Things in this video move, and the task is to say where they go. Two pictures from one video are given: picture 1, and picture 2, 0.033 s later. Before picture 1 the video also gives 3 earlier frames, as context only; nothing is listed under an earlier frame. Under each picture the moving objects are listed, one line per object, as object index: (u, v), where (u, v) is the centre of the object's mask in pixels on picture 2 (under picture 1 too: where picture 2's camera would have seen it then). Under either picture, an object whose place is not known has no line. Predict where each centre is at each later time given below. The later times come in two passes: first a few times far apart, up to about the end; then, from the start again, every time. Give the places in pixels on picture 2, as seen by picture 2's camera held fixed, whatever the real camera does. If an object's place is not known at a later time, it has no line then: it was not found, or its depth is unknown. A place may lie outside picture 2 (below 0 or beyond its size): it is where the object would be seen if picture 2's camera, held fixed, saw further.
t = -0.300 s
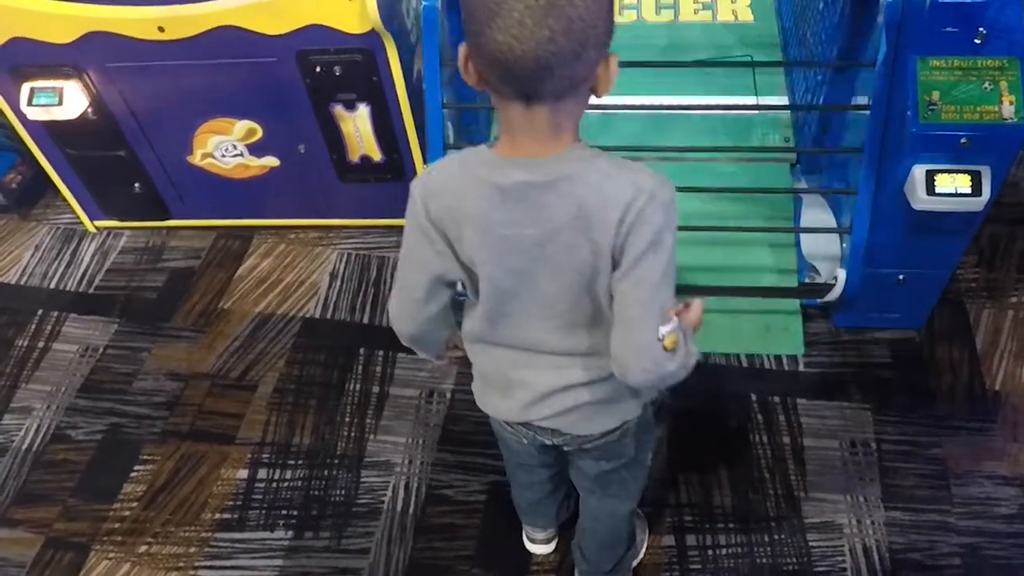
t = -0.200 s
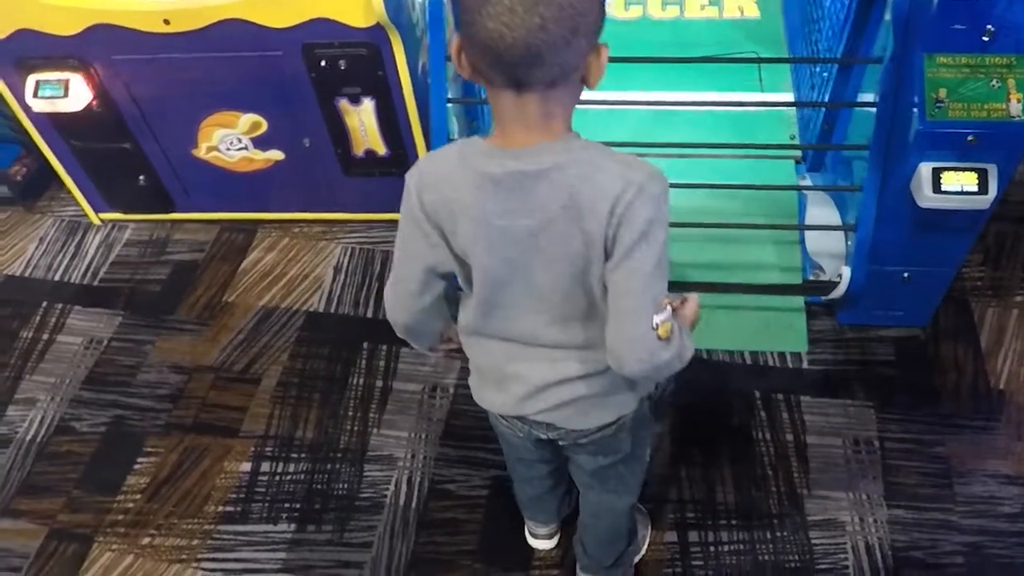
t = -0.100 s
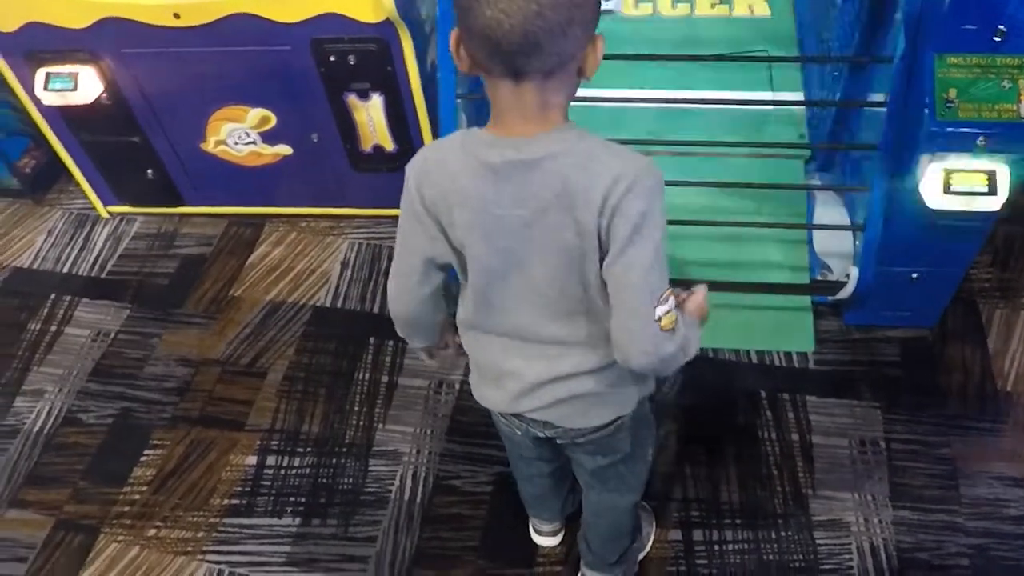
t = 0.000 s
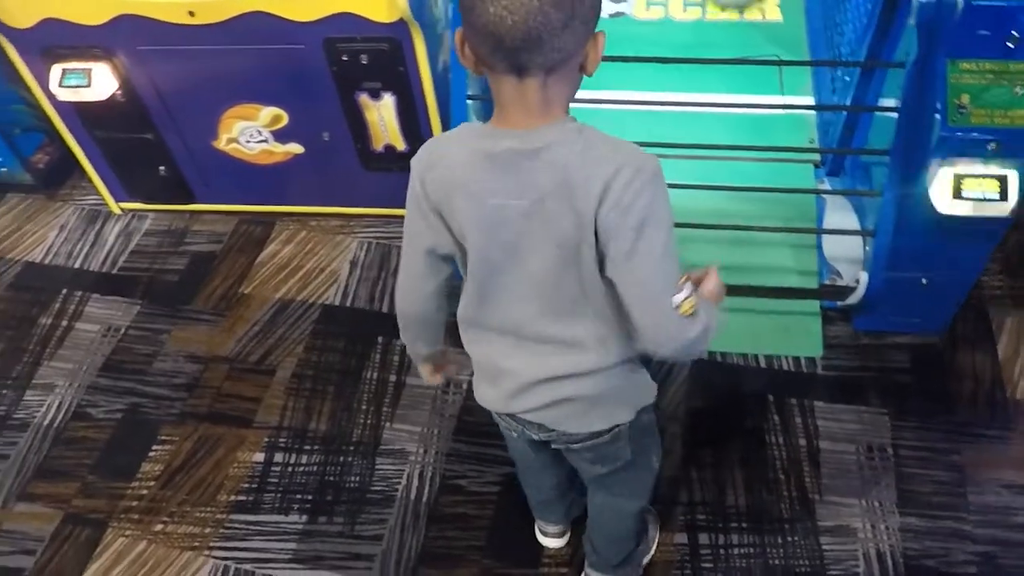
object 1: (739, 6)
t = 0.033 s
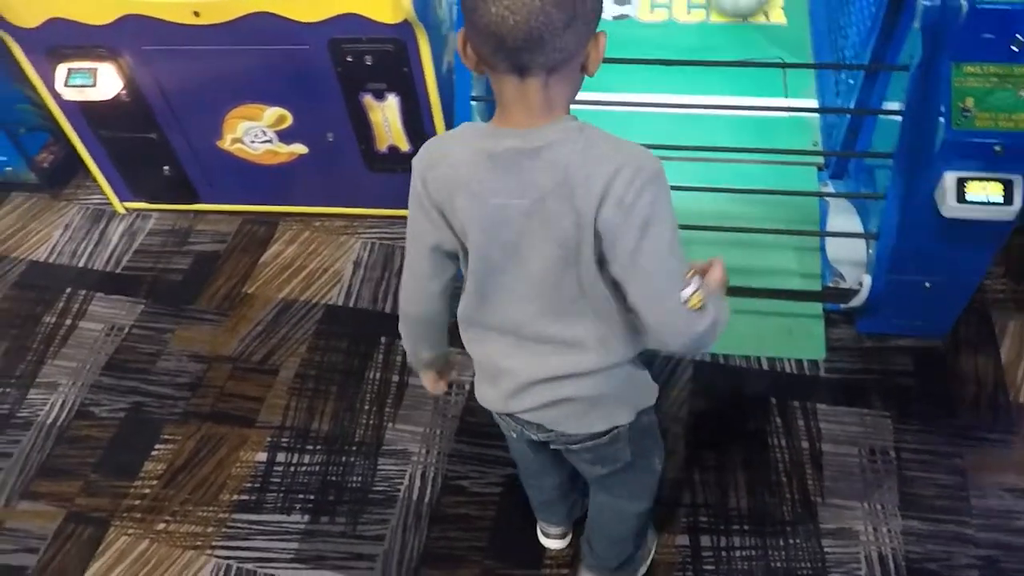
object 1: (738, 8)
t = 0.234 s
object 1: (736, 26)
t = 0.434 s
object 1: (731, 98)
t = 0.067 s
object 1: (740, 11)
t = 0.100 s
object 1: (739, 13)
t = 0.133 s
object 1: (740, 16)
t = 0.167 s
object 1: (739, 20)
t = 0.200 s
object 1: (738, 24)
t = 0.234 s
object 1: (736, 26)
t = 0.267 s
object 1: (736, 33)
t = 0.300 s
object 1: (735, 50)
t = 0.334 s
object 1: (734, 59)
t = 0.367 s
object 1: (732, 69)
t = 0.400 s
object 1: (732, 83)
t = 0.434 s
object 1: (731, 98)
